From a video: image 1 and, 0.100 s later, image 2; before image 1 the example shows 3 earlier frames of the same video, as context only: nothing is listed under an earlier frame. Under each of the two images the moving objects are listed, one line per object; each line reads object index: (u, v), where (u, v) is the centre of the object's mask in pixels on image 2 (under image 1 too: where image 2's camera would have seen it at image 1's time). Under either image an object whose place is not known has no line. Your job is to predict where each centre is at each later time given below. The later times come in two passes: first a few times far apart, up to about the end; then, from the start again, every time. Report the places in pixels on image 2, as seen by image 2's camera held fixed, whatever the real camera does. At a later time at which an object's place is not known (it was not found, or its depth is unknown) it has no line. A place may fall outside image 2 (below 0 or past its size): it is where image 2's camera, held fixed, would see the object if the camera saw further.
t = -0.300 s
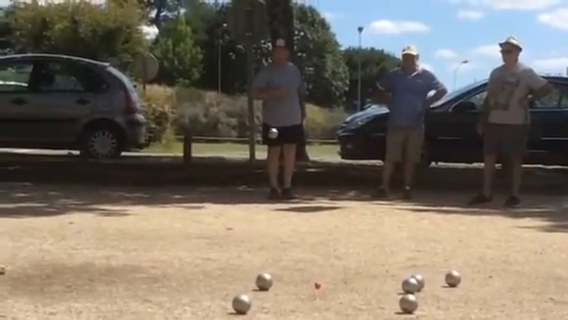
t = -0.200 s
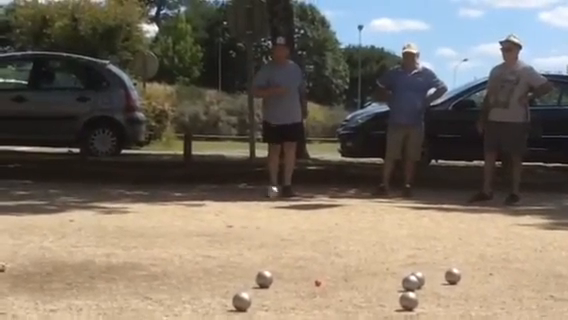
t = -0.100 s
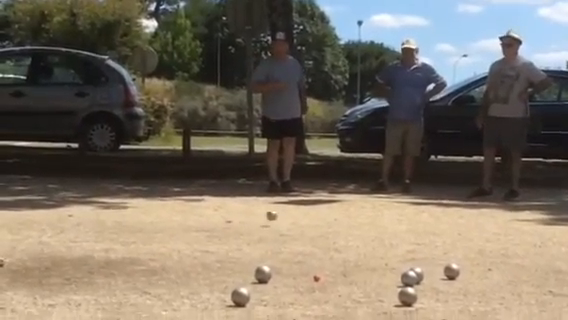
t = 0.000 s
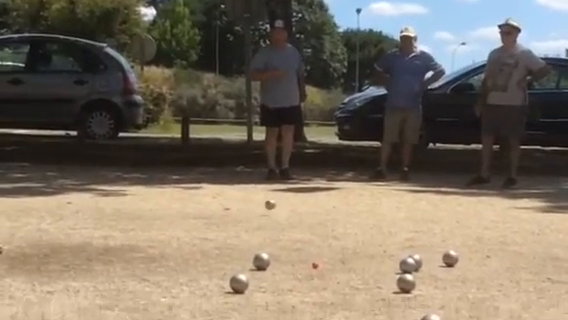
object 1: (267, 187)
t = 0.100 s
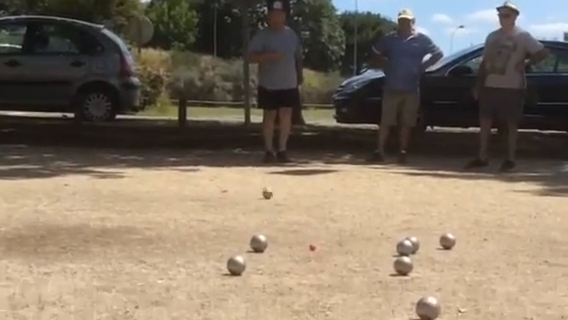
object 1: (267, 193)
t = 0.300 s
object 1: (267, 198)
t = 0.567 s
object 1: (268, 203)
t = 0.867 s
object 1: (269, 209)
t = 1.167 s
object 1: (269, 214)
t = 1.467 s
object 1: (268, 219)
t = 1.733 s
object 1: (265, 223)
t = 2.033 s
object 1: (258, 226)
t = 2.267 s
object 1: (255, 228)
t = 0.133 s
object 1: (267, 194)
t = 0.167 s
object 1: (267, 194)
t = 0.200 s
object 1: (268, 195)
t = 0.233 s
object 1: (268, 196)
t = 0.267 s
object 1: (268, 197)
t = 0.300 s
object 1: (267, 198)
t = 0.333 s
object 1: (268, 198)
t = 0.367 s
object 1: (268, 199)
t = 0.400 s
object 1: (268, 199)
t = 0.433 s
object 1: (268, 200)
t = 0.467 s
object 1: (268, 200)
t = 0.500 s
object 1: (268, 202)
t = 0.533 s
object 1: (268, 202)
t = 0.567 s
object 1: (268, 203)
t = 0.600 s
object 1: (268, 204)
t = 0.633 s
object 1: (268, 204)
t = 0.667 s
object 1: (269, 205)
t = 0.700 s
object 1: (269, 205)
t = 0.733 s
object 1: (269, 206)
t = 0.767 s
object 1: (269, 206)
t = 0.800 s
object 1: (269, 207)
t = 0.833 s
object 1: (269, 209)
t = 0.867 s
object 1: (269, 209)
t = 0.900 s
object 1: (269, 209)
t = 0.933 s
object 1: (269, 209)
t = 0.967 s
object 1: (270, 210)
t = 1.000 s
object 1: (270, 210)
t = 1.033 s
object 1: (270, 211)
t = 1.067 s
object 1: (270, 212)
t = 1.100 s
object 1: (270, 212)
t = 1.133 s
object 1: (270, 213)
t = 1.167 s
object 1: (269, 214)
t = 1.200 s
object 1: (269, 214)
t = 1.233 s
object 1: (269, 216)
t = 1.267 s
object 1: (269, 216)
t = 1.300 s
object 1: (269, 216)
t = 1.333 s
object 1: (269, 216)
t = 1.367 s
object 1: (268, 217)
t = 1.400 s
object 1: (268, 218)
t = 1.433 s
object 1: (268, 219)
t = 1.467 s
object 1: (268, 219)
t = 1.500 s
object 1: (267, 220)
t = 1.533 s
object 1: (267, 220)
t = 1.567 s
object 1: (267, 221)
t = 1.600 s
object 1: (267, 222)
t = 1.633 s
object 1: (266, 222)
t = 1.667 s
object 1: (266, 222)
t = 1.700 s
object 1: (266, 223)
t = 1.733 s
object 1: (265, 223)
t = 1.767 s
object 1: (265, 223)
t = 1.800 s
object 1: (264, 224)
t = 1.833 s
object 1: (263, 224)
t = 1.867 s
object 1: (262, 225)
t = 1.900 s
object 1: (261, 225)
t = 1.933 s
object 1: (261, 225)
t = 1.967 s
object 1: (260, 225)
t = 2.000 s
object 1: (259, 226)
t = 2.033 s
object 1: (258, 226)
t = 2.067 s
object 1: (258, 226)
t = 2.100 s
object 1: (257, 227)
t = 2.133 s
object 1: (256, 227)
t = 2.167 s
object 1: (256, 227)
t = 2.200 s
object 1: (256, 228)
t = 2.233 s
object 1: (255, 228)
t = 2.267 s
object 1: (255, 228)
